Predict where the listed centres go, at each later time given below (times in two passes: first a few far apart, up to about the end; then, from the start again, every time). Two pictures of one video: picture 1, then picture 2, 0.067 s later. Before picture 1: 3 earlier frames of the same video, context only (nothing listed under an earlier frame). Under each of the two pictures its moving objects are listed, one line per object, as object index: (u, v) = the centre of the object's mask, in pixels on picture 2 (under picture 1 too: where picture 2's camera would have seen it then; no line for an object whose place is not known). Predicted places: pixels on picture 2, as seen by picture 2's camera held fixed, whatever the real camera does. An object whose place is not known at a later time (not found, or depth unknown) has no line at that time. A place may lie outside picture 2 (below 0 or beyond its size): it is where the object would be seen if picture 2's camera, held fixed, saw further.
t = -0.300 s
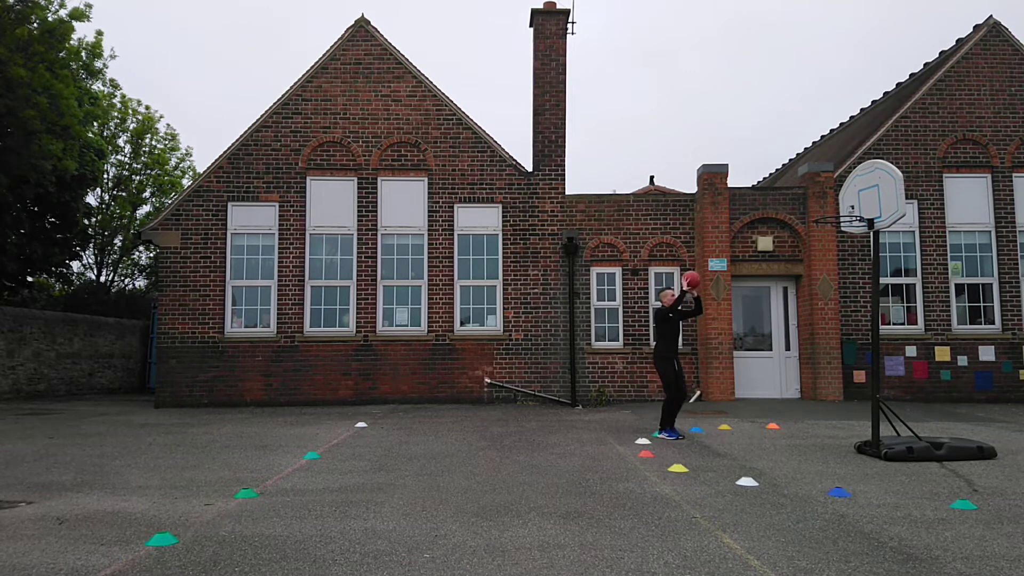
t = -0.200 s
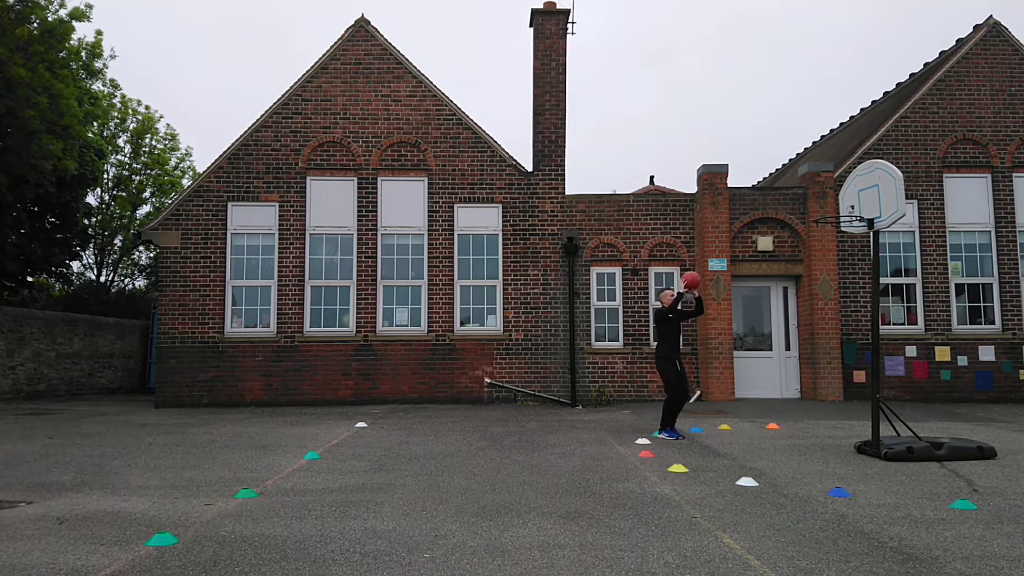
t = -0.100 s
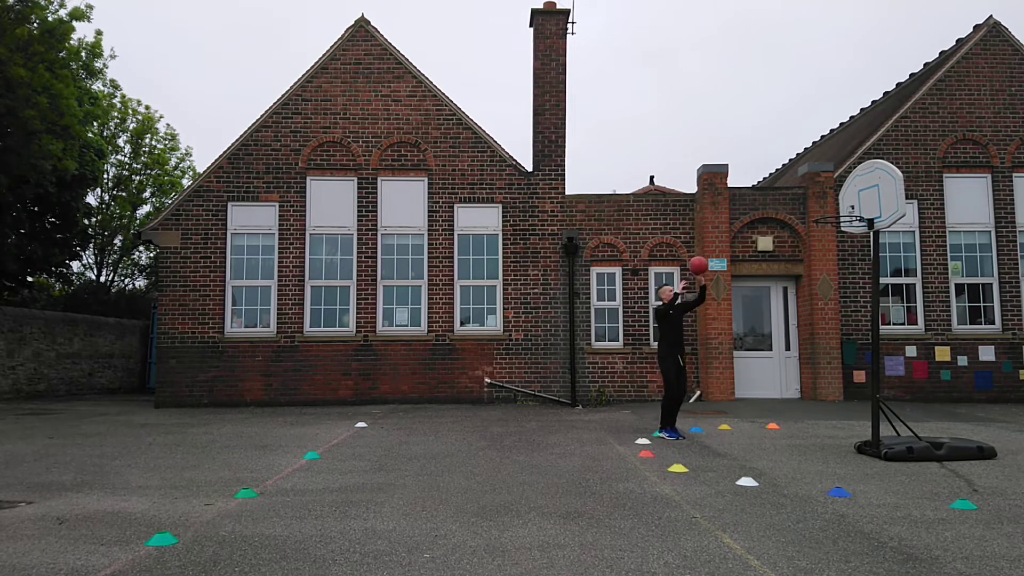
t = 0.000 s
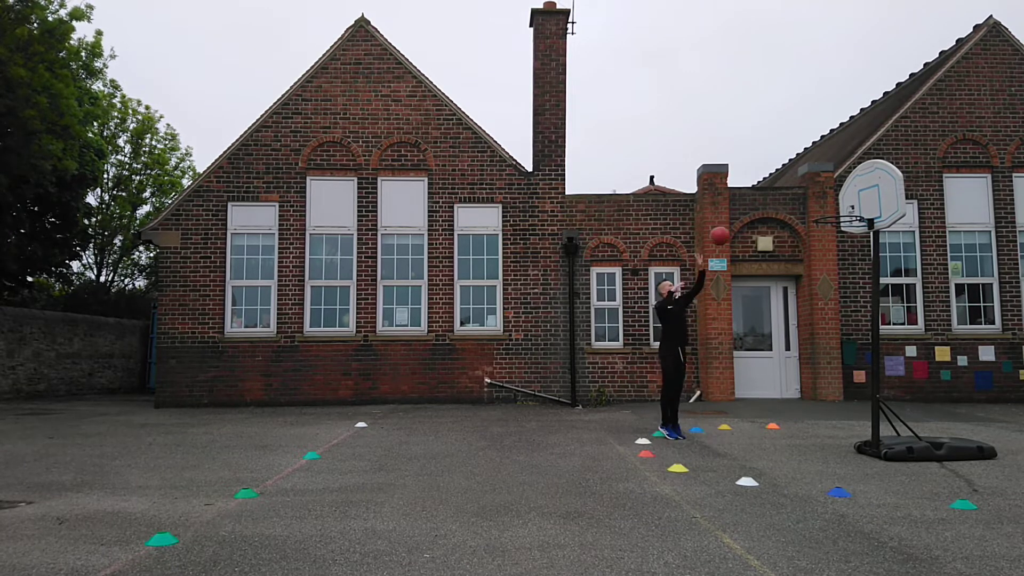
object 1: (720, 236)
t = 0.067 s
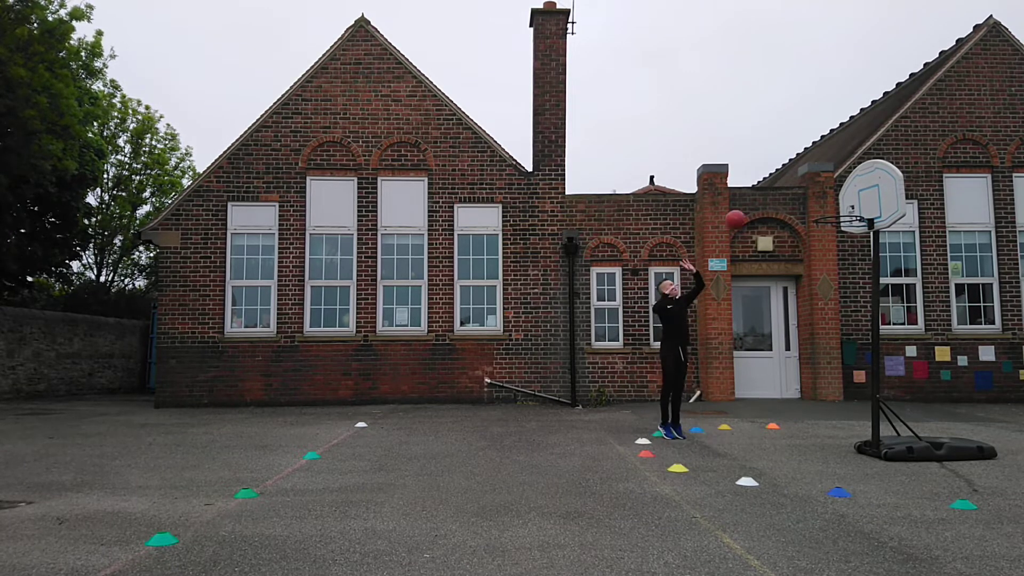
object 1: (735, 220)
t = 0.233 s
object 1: (777, 193)
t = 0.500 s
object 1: (849, 202)
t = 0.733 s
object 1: (863, 190)
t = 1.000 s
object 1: (861, 224)
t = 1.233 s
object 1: (861, 316)
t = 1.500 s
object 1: (868, 437)
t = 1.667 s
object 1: (881, 363)
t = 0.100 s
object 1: (743, 212)
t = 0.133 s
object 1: (751, 206)
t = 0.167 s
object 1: (759, 201)
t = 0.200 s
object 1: (768, 197)
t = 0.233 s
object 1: (777, 193)
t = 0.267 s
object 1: (785, 191)
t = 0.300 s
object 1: (794, 190)
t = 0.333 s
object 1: (803, 189)
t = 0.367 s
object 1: (812, 189)
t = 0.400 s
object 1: (821, 191)
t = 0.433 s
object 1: (830, 193)
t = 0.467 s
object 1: (839, 197)
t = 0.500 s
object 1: (849, 202)
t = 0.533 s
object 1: (859, 208)
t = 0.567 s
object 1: (865, 204)
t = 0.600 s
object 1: (865, 199)
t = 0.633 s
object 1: (864, 195)
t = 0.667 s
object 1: (864, 193)
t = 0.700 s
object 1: (863, 191)
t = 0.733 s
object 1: (863, 190)
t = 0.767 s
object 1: (862, 191)
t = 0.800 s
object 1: (862, 192)
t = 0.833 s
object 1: (862, 194)
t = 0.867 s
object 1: (861, 198)
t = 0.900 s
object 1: (861, 203)
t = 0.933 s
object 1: (861, 208)
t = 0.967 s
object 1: (861, 216)
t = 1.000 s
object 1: (861, 224)
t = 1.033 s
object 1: (861, 233)
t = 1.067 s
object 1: (860, 244)
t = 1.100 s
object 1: (861, 256)
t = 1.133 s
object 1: (860, 269)
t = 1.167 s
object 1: (861, 284)
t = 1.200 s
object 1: (861, 299)
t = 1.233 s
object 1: (861, 316)
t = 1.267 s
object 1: (862, 334)
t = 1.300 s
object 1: (862, 354)
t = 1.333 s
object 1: (863, 376)
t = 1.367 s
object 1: (863, 399)
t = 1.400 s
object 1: (864, 423)
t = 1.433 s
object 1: (865, 450)
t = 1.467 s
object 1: (866, 455)
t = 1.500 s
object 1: (868, 437)
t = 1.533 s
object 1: (870, 420)
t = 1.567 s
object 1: (873, 404)
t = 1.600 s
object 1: (876, 390)
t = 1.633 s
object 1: (878, 376)
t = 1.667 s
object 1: (881, 363)
